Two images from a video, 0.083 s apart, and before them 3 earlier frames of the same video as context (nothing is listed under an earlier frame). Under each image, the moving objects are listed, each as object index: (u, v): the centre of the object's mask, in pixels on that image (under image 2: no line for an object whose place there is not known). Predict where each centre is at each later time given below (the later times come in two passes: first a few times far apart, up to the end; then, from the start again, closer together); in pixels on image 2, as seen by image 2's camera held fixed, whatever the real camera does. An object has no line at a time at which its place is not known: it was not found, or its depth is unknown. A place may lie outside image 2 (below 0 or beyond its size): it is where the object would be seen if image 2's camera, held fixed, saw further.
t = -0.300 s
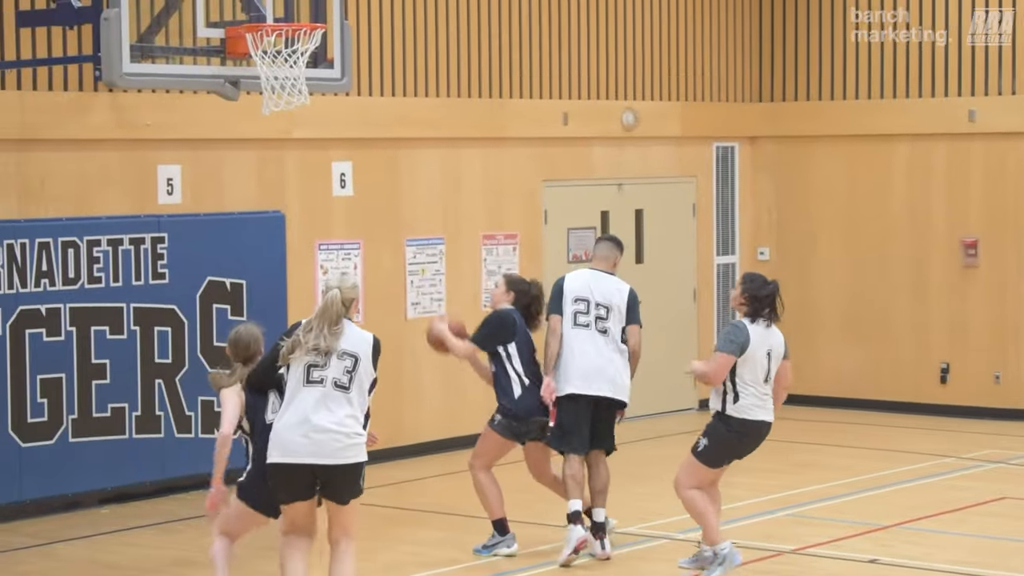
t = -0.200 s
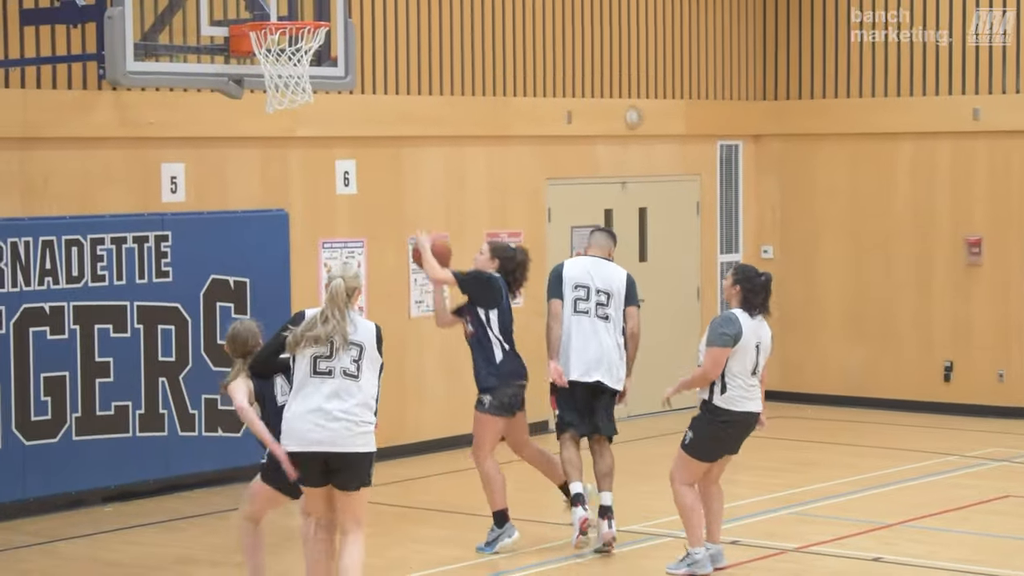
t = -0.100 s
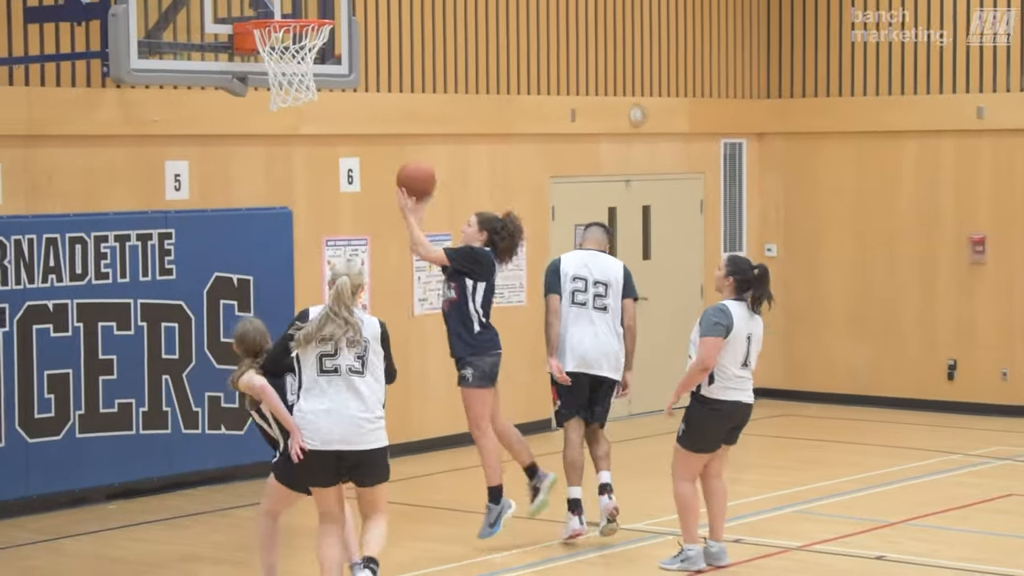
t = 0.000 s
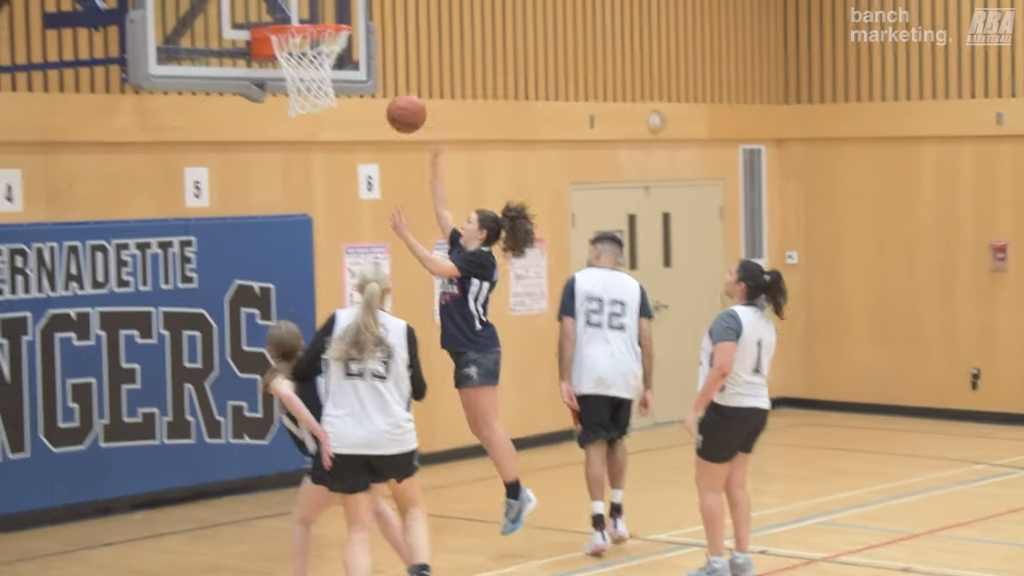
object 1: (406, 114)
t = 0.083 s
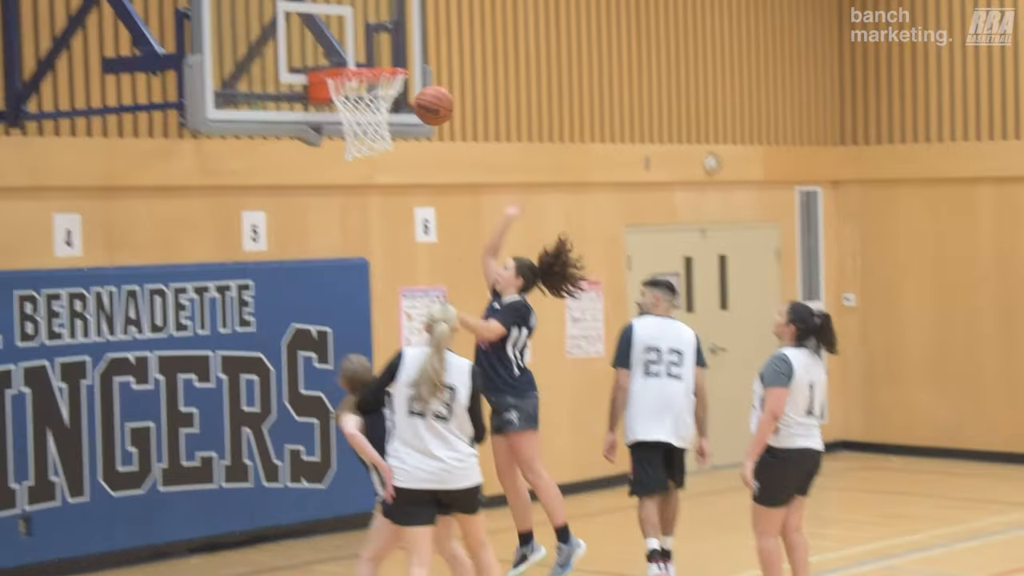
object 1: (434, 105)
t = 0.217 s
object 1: (387, 47)
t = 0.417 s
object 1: (371, 26)
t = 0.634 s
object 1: (374, 86)
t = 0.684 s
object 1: (373, 106)
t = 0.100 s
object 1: (428, 96)
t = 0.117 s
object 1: (422, 88)
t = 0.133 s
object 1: (418, 80)
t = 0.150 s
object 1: (412, 71)
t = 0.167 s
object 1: (407, 62)
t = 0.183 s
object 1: (398, 55)
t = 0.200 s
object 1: (391, 50)
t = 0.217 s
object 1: (387, 47)
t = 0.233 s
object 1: (381, 42)
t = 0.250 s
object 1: (376, 37)
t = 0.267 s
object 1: (370, 33)
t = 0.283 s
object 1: (370, 30)
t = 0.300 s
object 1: (371, 28)
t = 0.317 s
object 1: (371, 27)
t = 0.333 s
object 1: (371, 25)
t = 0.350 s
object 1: (371, 24)
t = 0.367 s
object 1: (371, 24)
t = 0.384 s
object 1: (371, 24)
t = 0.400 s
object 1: (371, 25)
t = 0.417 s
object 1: (371, 26)
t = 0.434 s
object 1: (371, 28)
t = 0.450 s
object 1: (371, 30)
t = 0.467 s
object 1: (371, 32)
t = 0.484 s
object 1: (371, 35)
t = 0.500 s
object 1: (372, 39)
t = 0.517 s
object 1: (372, 43)
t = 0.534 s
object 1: (372, 47)
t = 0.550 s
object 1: (372, 51)
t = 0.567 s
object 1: (372, 54)
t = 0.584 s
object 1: (372, 56)
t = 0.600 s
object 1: (373, 60)
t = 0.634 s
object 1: (374, 86)
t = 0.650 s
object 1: (371, 92)
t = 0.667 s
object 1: (372, 97)
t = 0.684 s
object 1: (373, 106)
